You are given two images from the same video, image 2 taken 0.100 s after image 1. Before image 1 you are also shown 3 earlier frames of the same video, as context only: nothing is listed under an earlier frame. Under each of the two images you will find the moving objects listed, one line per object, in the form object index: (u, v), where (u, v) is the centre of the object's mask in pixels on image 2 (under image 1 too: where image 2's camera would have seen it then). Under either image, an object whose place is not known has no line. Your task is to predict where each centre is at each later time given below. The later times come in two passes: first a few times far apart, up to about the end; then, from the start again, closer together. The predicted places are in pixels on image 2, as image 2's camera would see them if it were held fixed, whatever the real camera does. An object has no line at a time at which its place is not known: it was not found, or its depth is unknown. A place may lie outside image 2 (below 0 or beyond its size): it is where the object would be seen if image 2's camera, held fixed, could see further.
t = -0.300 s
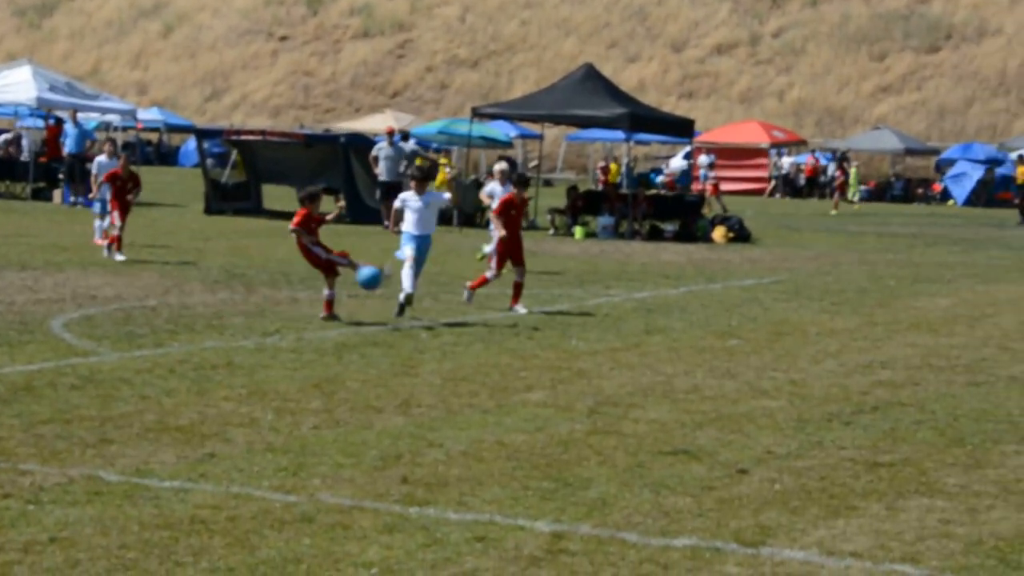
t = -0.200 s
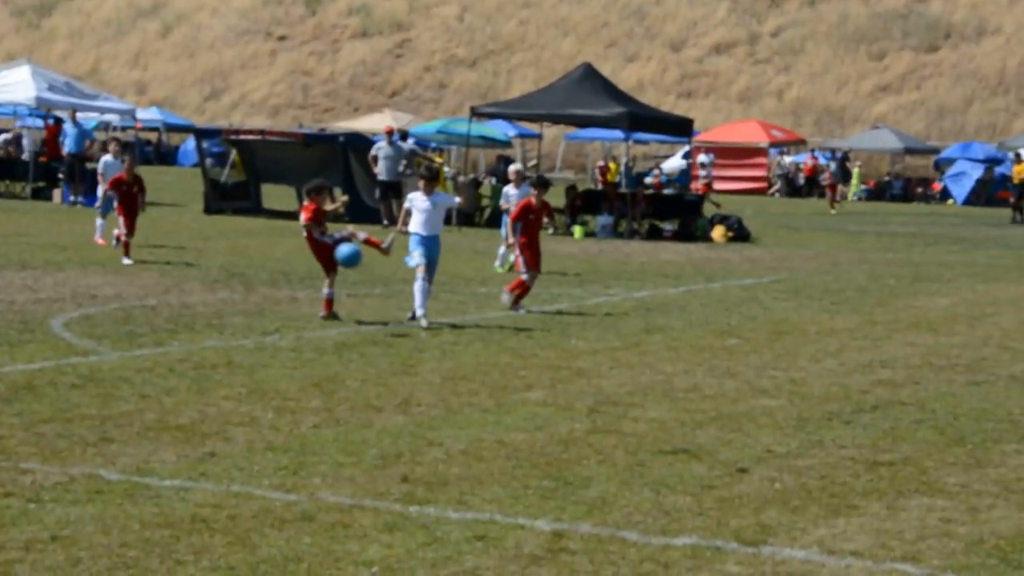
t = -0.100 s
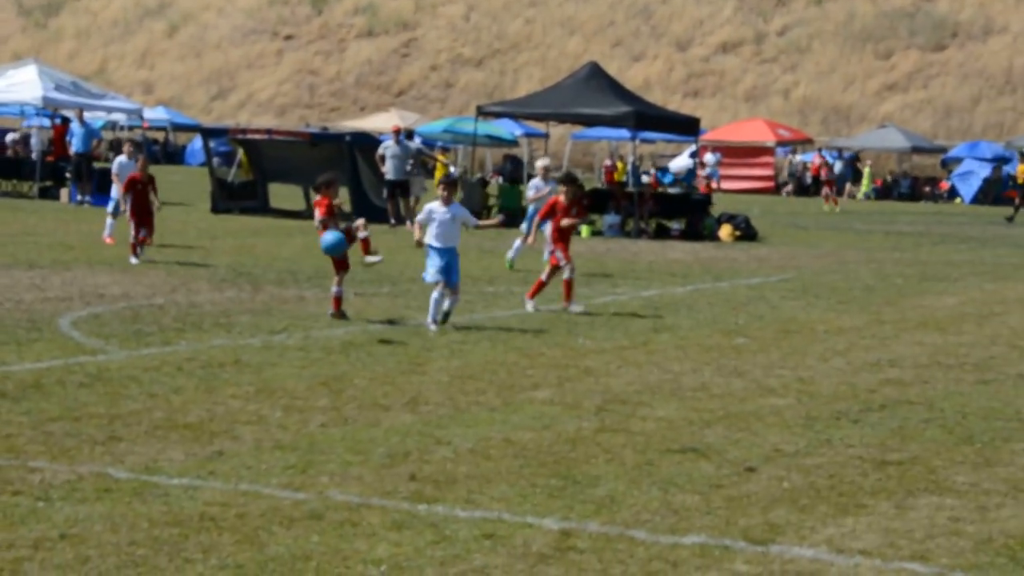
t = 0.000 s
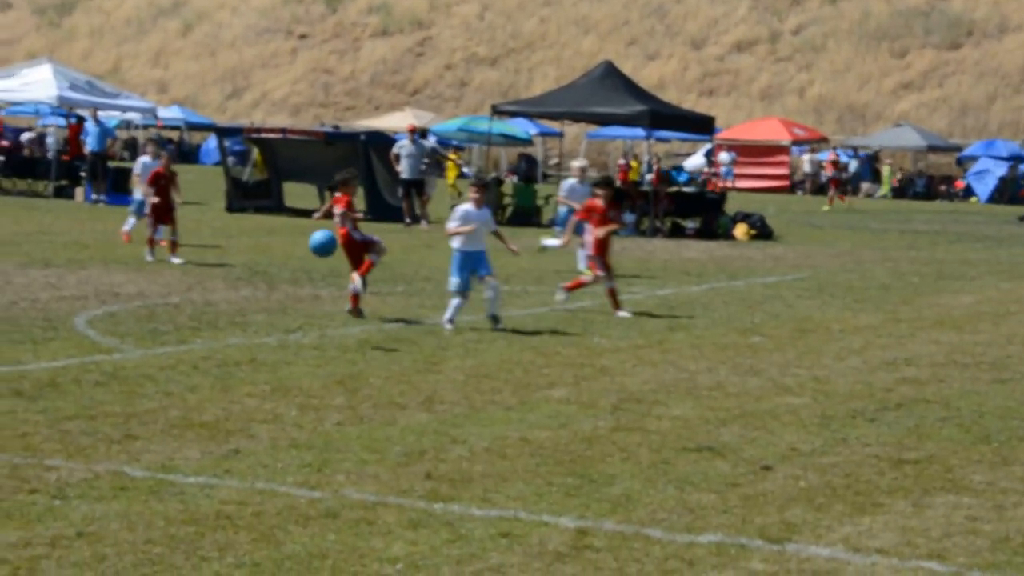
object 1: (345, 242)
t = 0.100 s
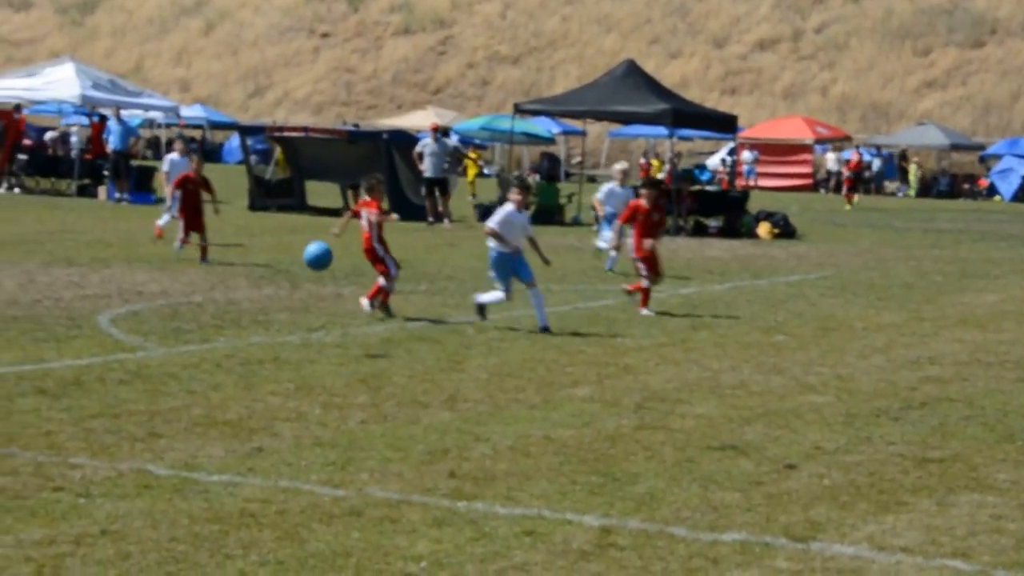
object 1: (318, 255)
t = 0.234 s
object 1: (276, 298)
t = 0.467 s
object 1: (202, 329)
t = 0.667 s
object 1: (144, 315)
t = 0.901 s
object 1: (69, 383)
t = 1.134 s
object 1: (-6, 367)
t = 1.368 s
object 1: (-89, 396)
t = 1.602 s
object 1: (-175, 425)
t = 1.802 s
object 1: (-257, 437)
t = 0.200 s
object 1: (287, 285)
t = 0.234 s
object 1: (276, 298)
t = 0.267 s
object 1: (264, 314)
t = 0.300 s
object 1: (253, 332)
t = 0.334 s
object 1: (240, 351)
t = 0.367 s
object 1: (229, 359)
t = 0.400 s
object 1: (220, 348)
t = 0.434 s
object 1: (211, 338)
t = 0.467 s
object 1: (202, 329)
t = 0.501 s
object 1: (193, 323)
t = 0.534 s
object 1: (184, 318)
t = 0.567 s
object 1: (174, 314)
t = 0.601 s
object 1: (164, 313)
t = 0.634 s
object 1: (154, 313)
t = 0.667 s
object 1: (144, 315)
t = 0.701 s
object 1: (134, 319)
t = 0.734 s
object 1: (124, 324)
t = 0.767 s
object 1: (113, 332)
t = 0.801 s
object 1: (102, 342)
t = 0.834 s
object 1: (92, 353)
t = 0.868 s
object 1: (80, 368)
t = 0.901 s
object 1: (69, 383)
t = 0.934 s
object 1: (59, 381)
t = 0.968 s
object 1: (47, 374)
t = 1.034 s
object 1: (29, 361)
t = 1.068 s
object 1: (16, 364)
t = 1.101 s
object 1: (5, 364)
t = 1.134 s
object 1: (-6, 367)
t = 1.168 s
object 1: (-18, 372)
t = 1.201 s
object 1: (-30, 379)
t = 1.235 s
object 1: (-42, 388)
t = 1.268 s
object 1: (-54, 399)
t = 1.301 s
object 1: (-67, 406)
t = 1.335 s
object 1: (-78, 400)
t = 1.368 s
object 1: (-89, 396)
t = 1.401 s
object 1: (-100, 393)
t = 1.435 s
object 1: (-112, 392)
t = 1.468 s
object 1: (-124, 394)
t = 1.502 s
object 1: (-136, 399)
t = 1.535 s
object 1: (-149, 405)
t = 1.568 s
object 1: (-161, 414)
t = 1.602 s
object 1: (-175, 425)
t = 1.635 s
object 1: (-188, 426)
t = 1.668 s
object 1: (-202, 425)
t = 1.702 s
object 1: (-214, 425)
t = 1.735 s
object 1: (-228, 429)
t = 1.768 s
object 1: (-242, 434)
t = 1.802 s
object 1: (-257, 437)
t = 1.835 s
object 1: (-271, 439)
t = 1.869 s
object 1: (-285, 442)
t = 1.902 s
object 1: (-299, 445)
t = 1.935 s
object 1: (-313, 447)
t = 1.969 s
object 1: (-327, 447)
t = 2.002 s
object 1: (-341, 449)
